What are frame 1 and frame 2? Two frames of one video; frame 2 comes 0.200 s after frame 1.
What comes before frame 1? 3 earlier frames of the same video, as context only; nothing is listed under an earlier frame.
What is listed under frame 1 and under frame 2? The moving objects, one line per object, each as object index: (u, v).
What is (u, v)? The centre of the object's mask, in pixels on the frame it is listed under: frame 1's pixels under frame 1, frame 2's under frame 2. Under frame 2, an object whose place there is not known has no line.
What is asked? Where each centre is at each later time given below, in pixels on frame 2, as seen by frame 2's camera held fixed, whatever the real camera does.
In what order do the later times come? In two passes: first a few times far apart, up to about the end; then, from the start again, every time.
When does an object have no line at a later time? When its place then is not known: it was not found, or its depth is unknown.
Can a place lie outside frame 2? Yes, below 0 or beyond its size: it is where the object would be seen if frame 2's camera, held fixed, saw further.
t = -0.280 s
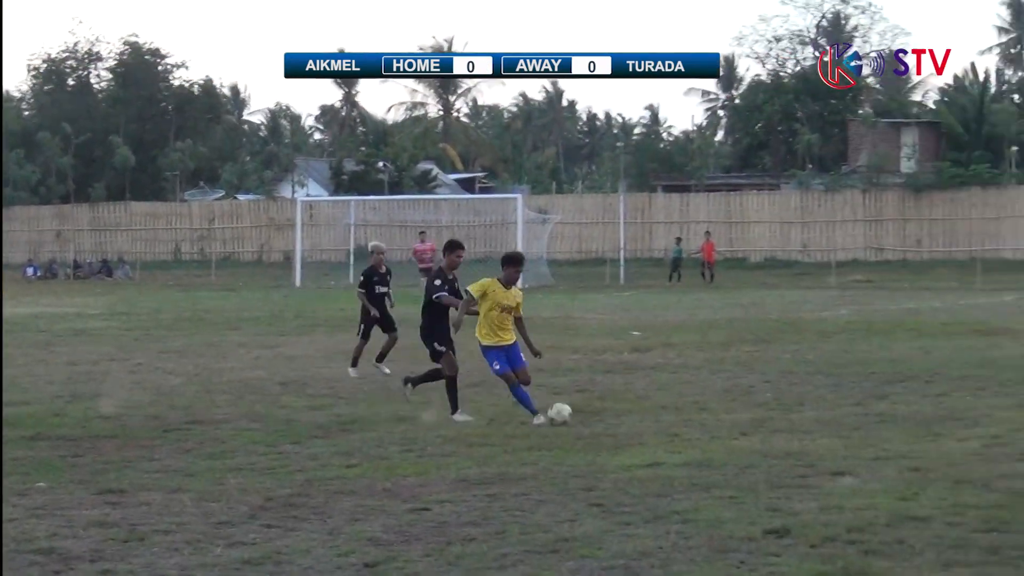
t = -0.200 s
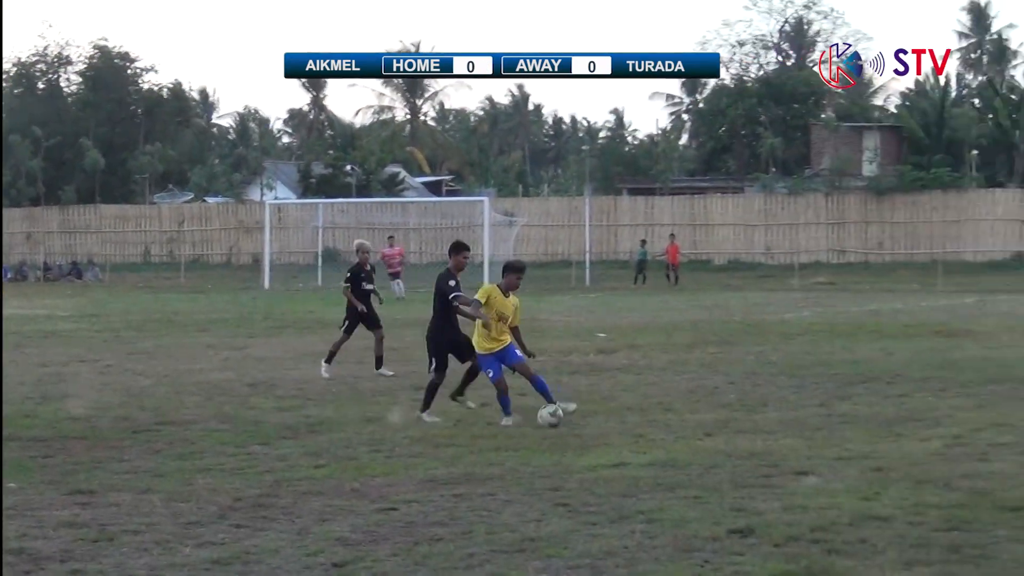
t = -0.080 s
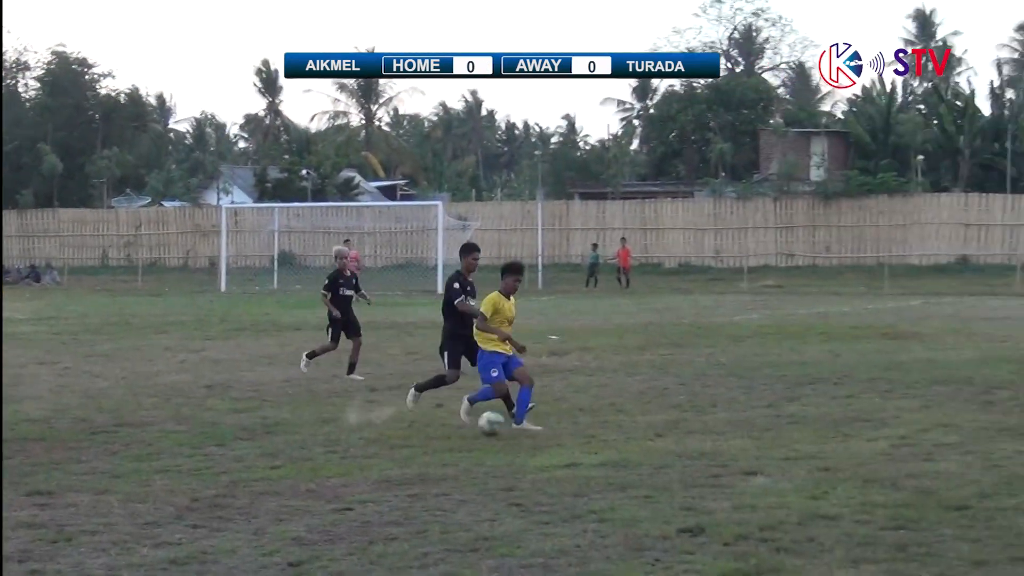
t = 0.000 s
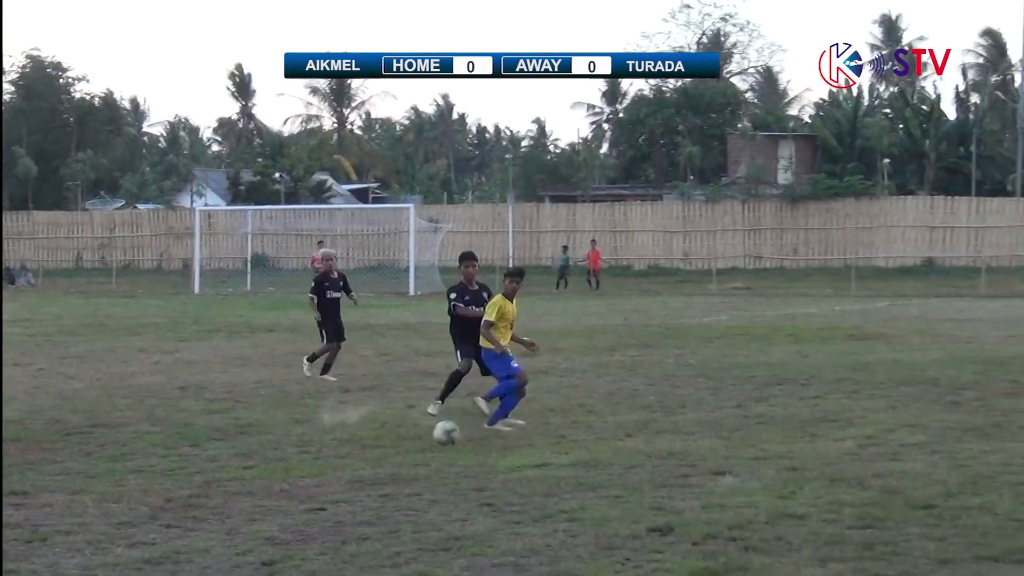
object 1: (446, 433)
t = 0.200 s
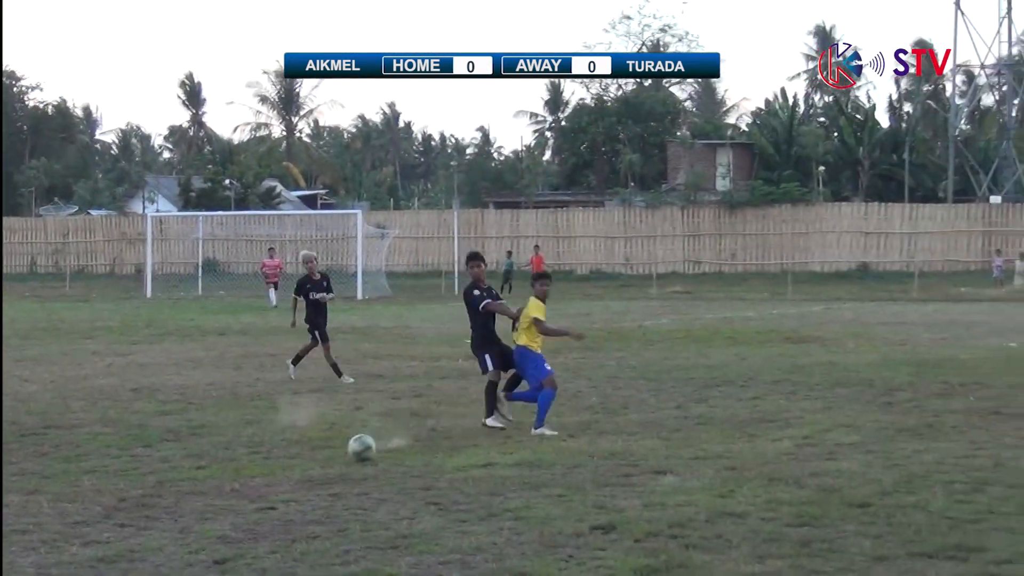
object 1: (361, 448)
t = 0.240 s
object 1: (354, 453)
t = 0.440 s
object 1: (328, 464)
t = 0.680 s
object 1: (299, 475)
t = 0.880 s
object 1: (266, 491)
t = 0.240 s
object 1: (354, 453)
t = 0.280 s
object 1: (349, 455)
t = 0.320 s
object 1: (343, 458)
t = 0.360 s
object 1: (337, 461)
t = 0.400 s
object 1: (332, 462)
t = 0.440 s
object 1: (328, 464)
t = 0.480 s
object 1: (323, 469)
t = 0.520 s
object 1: (318, 474)
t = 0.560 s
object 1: (314, 471)
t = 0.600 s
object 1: (308, 470)
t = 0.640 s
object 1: (303, 471)
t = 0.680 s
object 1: (299, 475)
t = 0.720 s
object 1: (293, 482)
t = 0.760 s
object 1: (287, 490)
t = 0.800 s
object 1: (280, 489)
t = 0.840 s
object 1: (273, 489)
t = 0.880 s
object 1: (266, 491)
